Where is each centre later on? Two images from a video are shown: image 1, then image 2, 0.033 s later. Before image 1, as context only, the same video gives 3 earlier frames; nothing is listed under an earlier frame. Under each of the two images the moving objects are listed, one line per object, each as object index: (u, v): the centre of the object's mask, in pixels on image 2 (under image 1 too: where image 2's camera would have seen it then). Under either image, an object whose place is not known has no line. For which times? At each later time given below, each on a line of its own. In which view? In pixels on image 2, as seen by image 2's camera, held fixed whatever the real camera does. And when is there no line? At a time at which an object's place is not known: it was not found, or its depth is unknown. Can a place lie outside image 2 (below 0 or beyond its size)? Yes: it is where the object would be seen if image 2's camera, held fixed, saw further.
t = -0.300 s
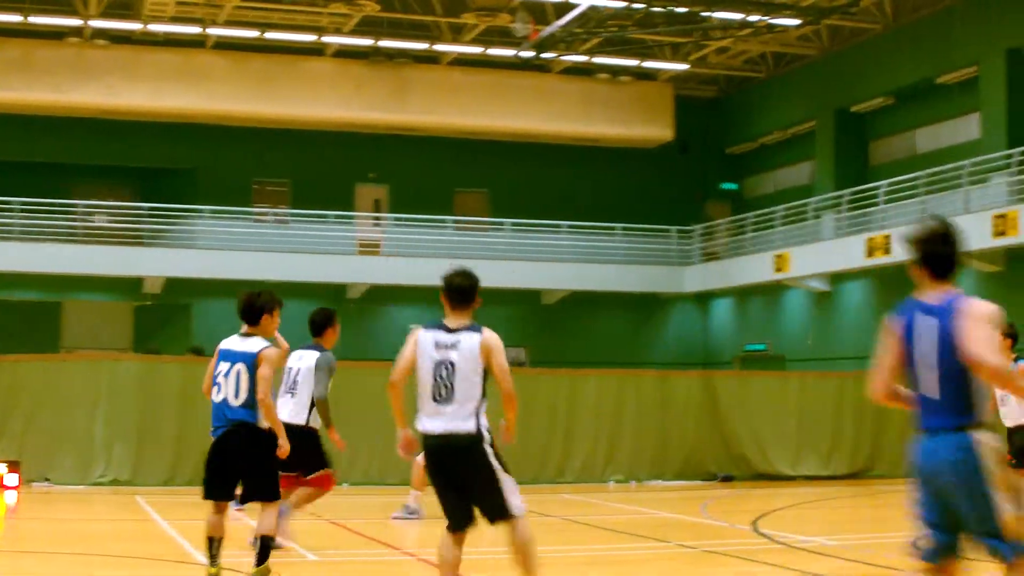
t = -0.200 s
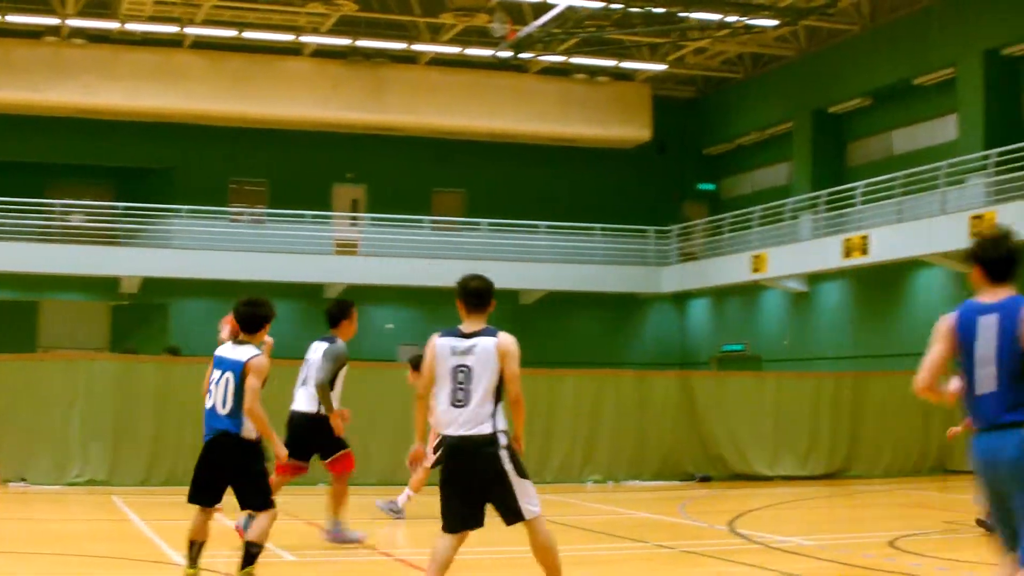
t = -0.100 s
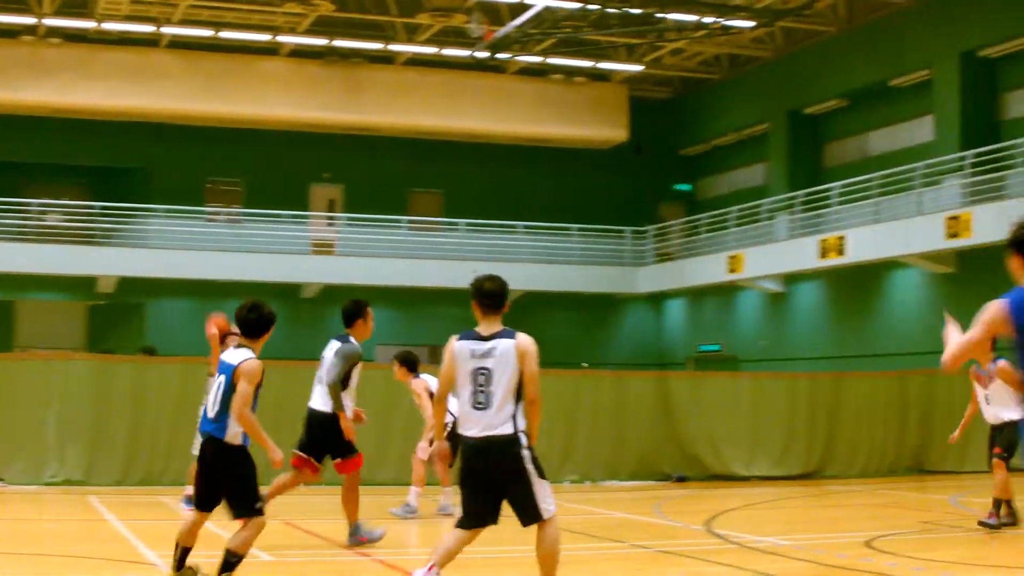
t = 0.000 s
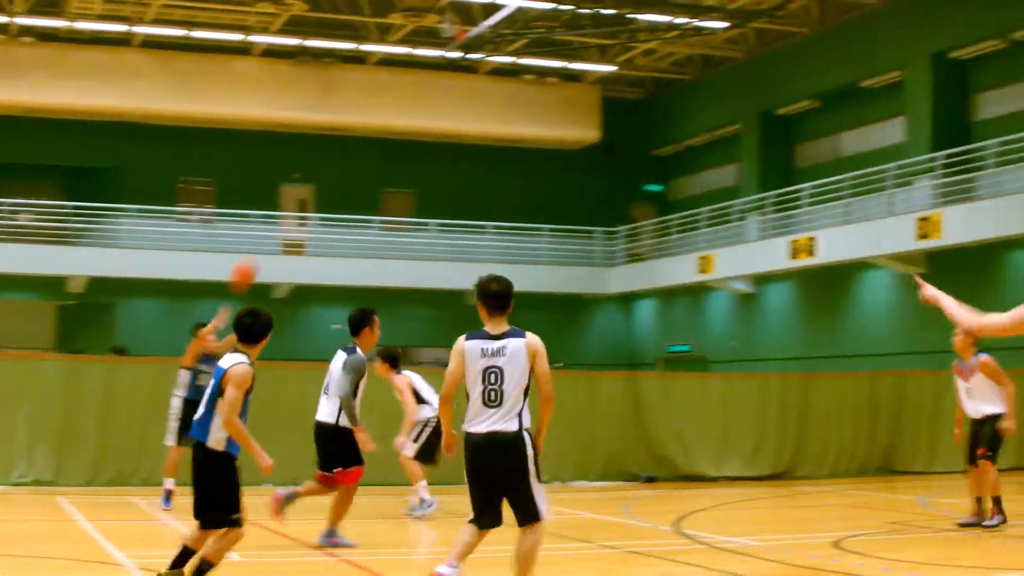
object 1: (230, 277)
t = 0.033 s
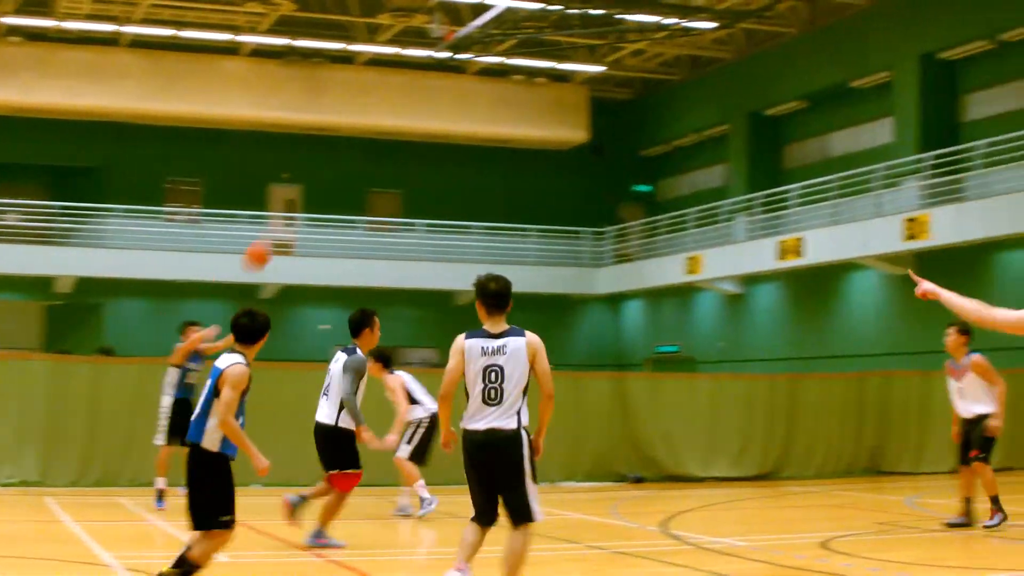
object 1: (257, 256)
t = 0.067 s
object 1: (283, 241)
